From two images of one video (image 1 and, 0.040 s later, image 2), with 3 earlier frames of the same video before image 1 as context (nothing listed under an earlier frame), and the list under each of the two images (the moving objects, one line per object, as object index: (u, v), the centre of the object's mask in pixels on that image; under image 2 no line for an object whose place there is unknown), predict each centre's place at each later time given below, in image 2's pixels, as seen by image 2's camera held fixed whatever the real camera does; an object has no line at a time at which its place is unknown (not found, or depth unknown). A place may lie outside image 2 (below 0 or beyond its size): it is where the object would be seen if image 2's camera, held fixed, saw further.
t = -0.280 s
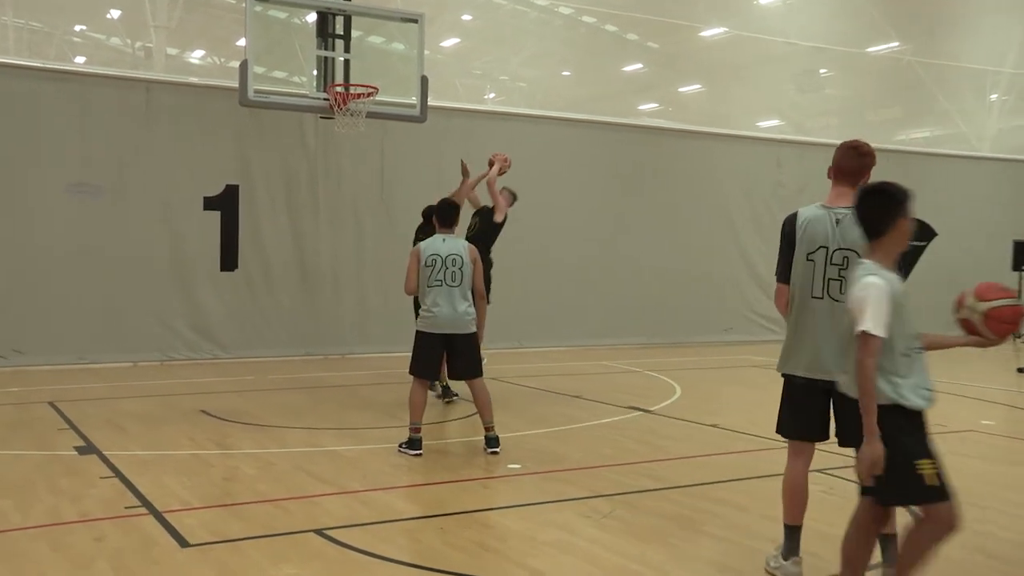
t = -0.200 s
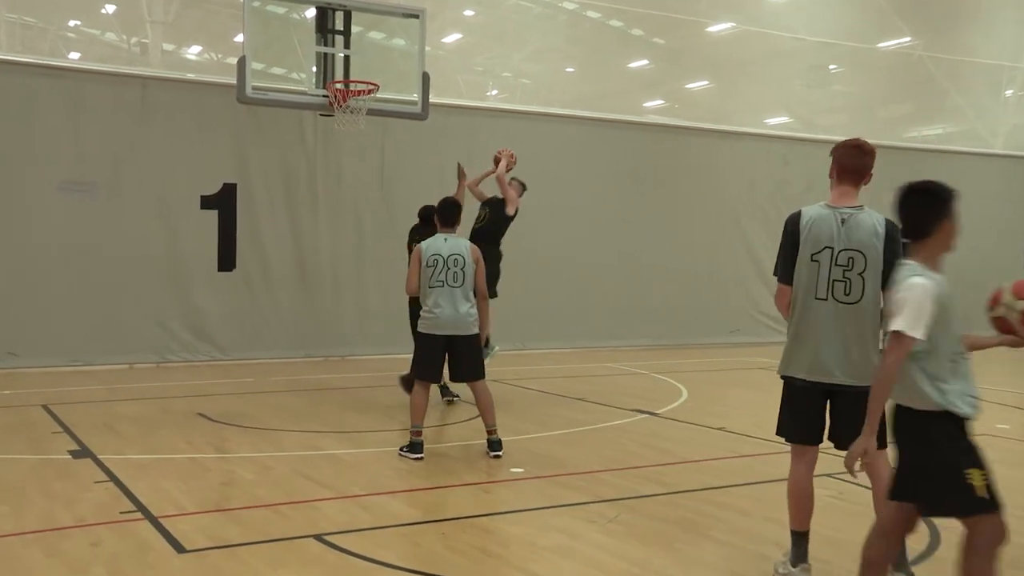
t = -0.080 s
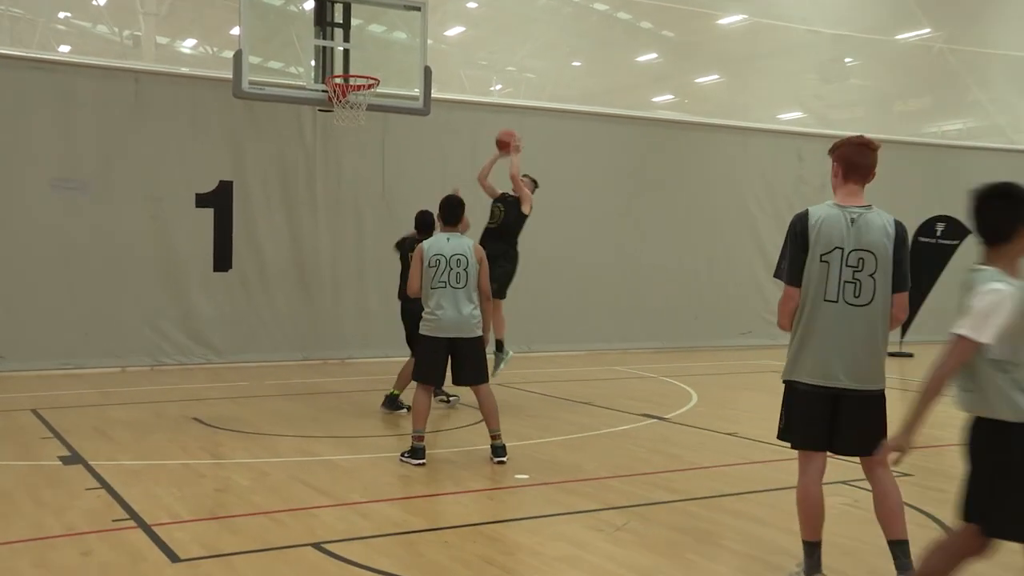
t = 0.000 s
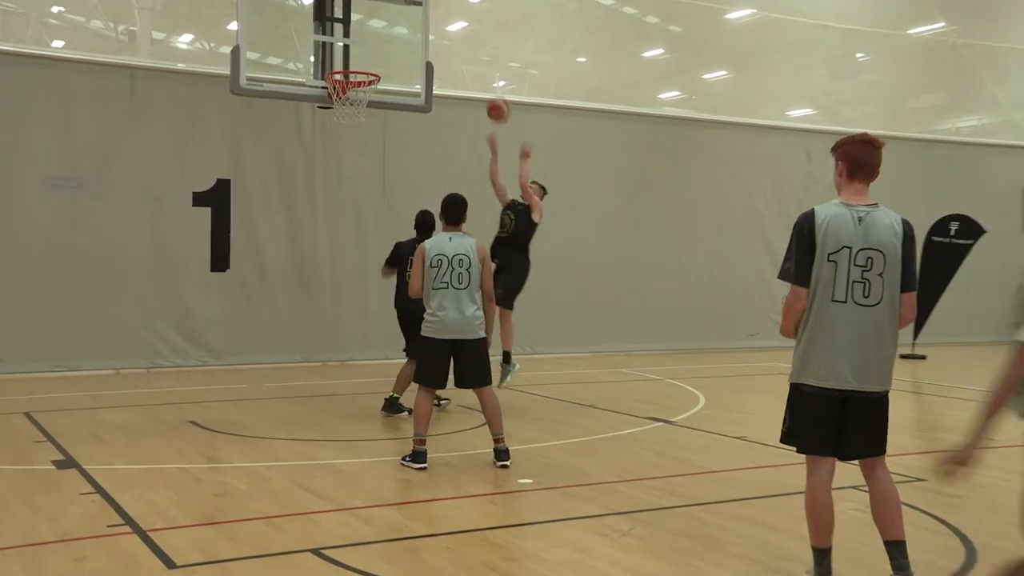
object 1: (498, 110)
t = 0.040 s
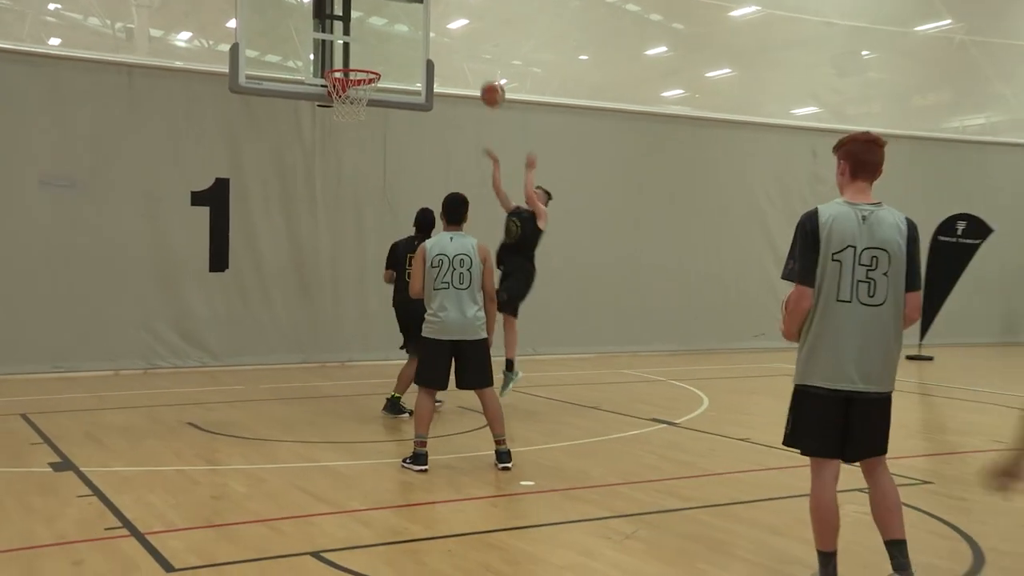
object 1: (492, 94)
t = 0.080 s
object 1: (484, 80)
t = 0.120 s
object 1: (477, 69)
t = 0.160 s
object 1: (469, 59)
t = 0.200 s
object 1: (461, 50)
